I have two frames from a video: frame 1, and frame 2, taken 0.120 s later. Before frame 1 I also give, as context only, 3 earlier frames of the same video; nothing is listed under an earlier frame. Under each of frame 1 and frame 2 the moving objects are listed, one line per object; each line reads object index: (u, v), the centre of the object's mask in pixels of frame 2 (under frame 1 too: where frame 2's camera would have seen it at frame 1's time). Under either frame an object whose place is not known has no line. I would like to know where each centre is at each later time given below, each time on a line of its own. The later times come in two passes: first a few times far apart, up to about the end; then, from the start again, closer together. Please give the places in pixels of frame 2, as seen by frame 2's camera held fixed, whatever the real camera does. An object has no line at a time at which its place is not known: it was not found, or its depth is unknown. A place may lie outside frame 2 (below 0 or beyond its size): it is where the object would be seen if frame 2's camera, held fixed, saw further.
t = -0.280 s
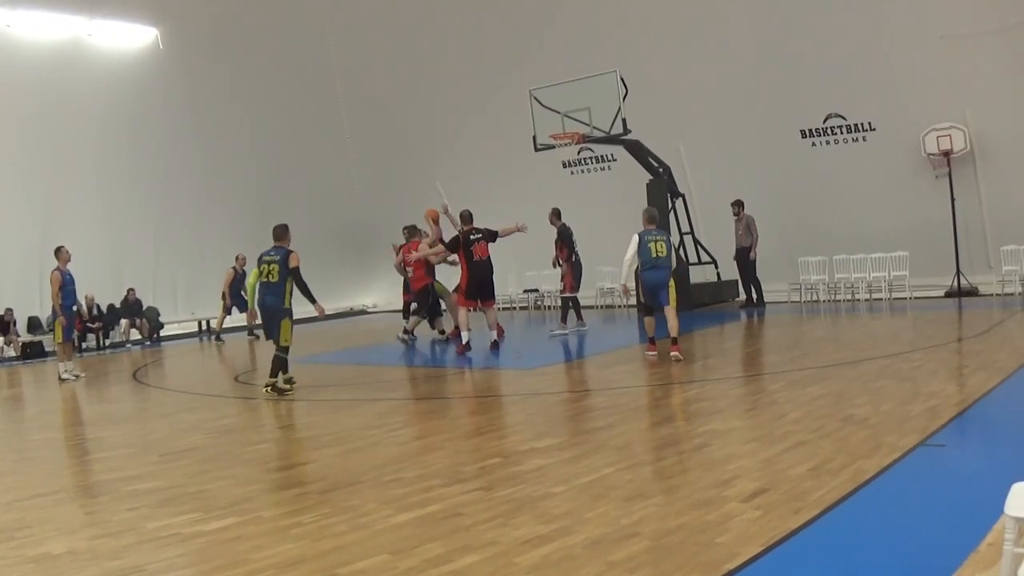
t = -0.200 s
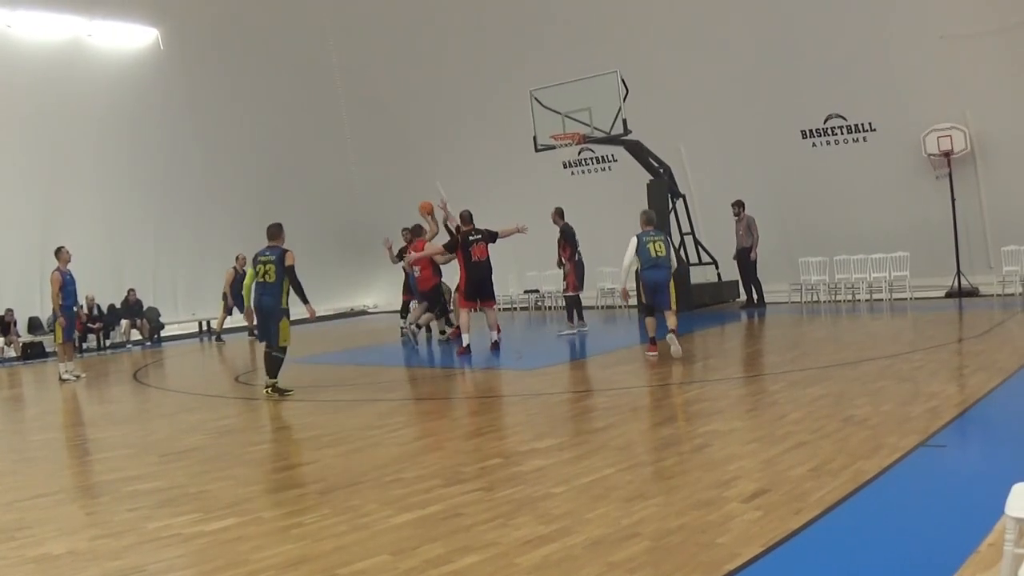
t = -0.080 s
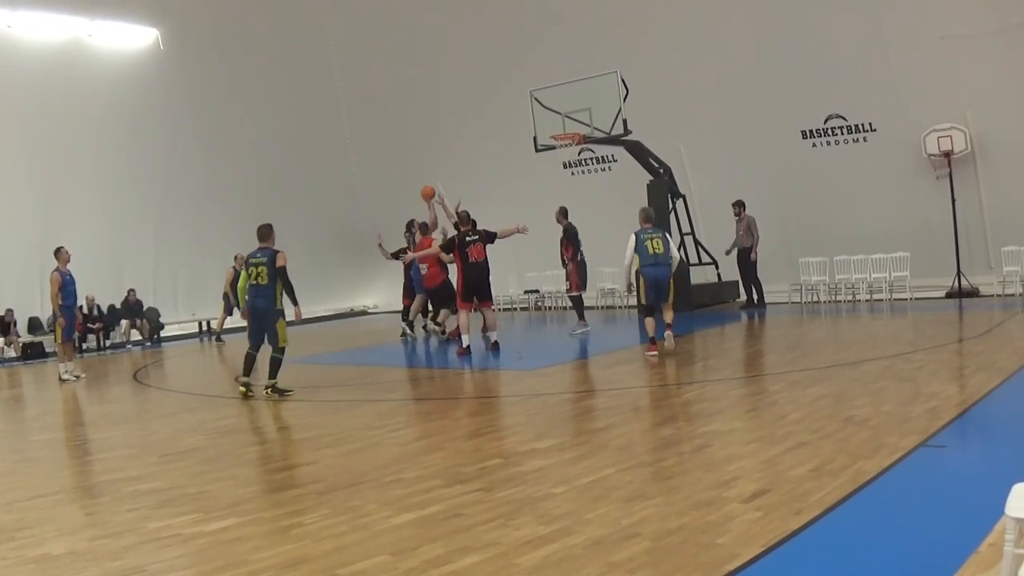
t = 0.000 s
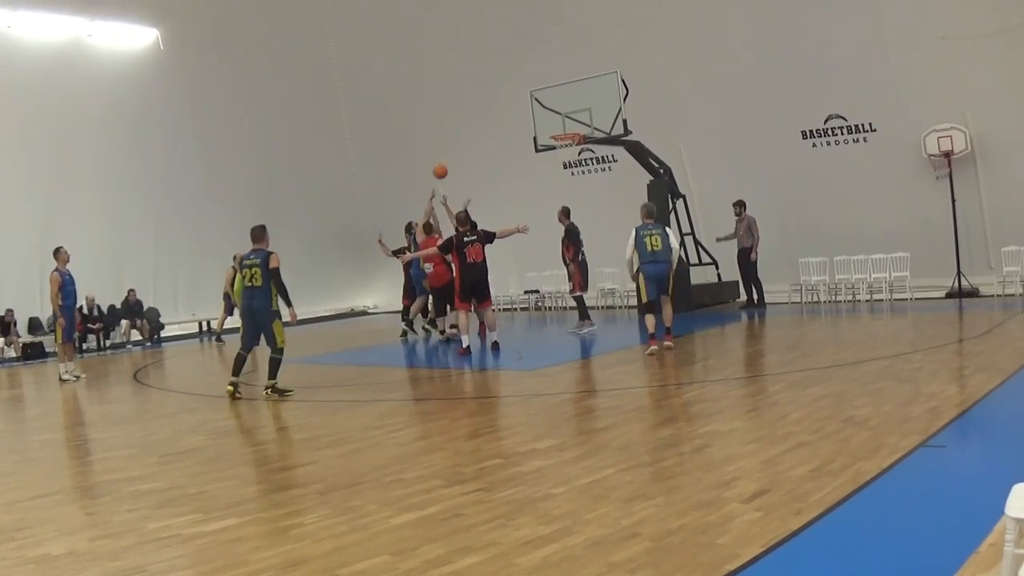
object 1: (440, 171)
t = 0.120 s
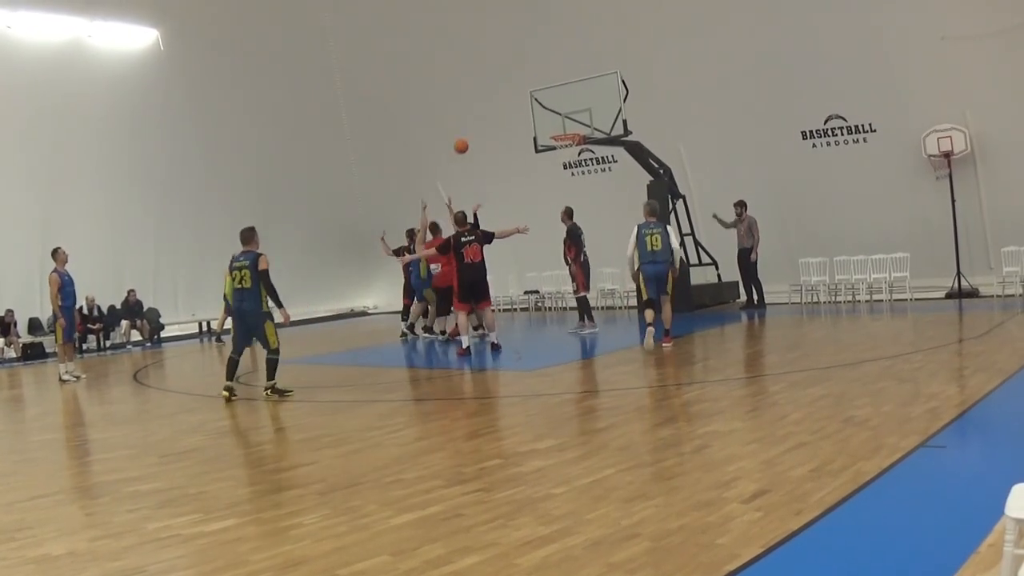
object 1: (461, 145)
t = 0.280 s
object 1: (489, 124)
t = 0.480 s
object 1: (527, 120)
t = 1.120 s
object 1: (557, 149)
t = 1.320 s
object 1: (566, 168)
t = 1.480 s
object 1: (577, 200)
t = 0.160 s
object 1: (468, 137)
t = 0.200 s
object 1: (475, 132)
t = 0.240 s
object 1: (482, 128)
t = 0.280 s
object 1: (489, 124)
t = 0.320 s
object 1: (496, 121)
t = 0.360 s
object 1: (504, 120)
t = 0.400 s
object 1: (512, 119)
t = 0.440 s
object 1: (519, 119)
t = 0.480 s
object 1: (527, 120)
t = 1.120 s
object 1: (557, 149)
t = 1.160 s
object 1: (558, 151)
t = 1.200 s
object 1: (560, 153)
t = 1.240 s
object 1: (562, 158)
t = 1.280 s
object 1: (564, 162)
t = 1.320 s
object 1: (566, 168)
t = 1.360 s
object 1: (569, 175)
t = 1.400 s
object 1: (572, 183)
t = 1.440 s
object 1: (574, 190)
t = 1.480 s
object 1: (577, 200)
